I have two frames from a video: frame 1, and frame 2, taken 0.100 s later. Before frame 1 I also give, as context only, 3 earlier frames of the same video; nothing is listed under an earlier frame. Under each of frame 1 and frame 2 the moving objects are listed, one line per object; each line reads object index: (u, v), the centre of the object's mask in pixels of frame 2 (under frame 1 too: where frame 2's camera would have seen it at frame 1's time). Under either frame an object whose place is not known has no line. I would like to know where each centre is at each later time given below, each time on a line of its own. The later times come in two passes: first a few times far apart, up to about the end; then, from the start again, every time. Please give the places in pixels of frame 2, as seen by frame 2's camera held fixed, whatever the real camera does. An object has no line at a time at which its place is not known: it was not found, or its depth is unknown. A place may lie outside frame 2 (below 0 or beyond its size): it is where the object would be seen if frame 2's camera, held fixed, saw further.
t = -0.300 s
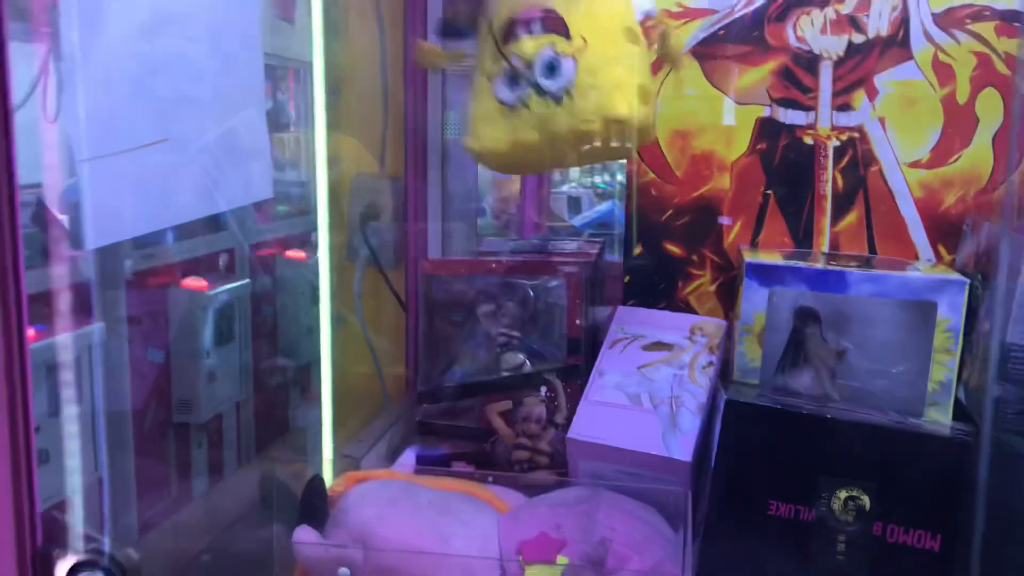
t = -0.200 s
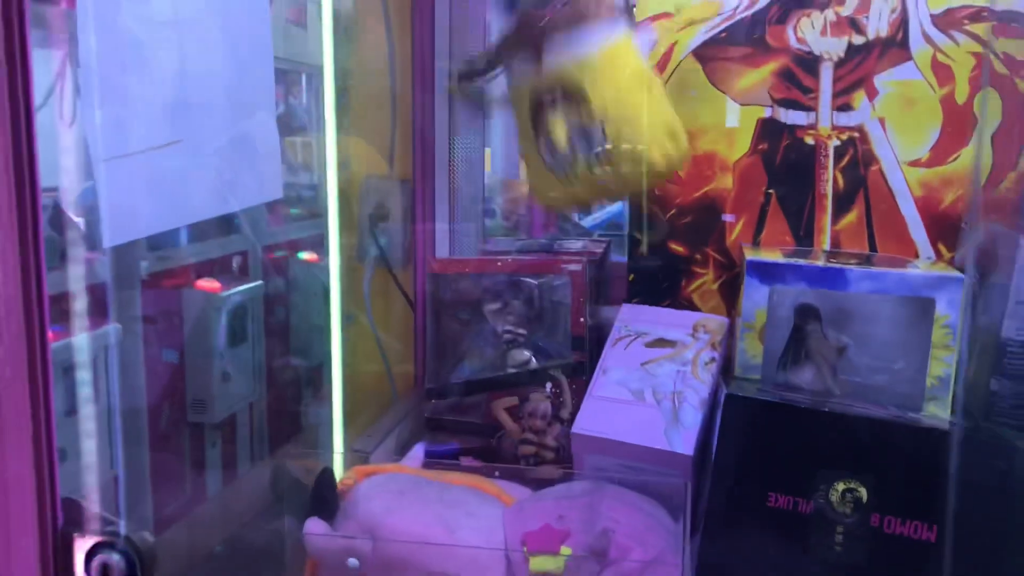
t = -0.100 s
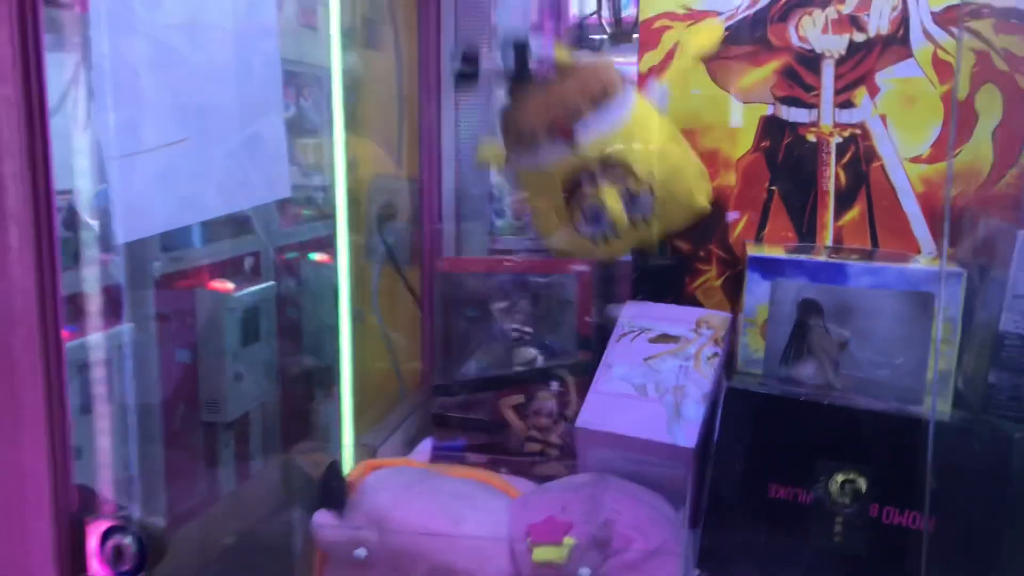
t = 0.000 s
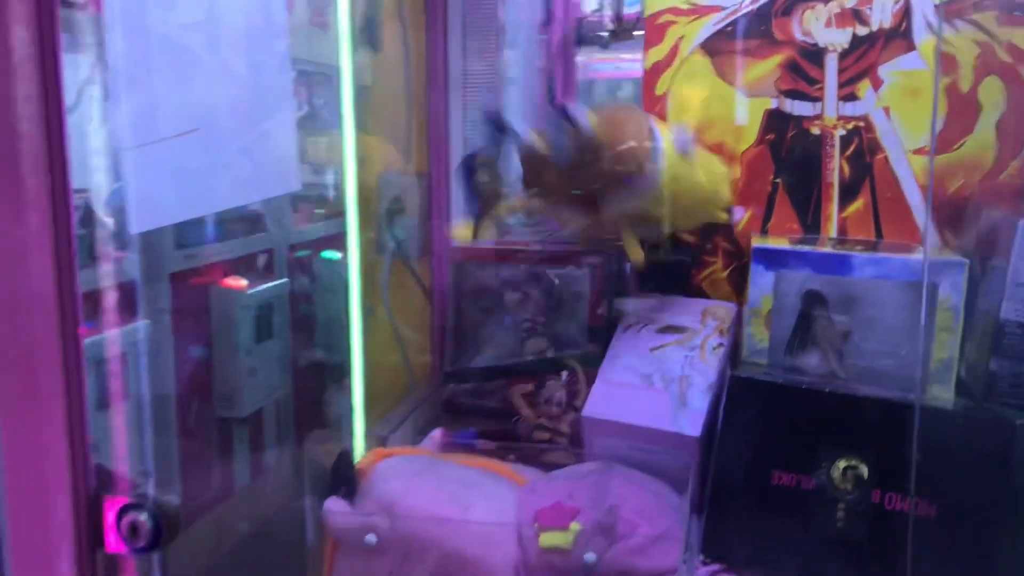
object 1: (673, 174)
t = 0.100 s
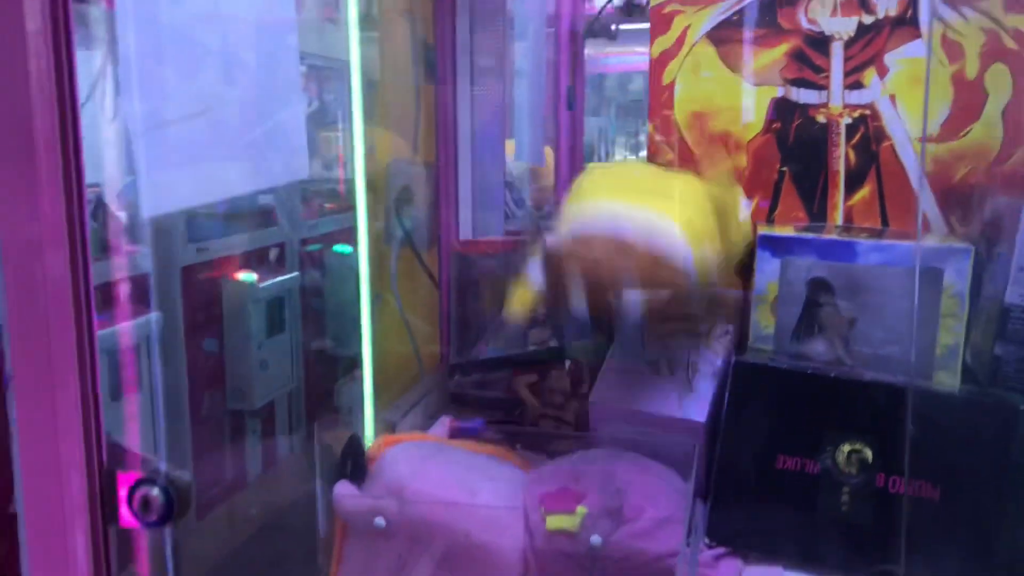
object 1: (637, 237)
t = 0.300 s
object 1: (602, 347)
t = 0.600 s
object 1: (515, 387)
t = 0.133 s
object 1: (653, 286)
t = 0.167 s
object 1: (658, 293)
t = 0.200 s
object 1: (652, 322)
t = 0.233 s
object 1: (641, 332)
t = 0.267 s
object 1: (620, 342)
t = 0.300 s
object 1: (602, 347)
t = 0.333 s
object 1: (586, 346)
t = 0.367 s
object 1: (570, 344)
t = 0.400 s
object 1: (555, 345)
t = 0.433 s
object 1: (541, 349)
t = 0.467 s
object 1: (529, 350)
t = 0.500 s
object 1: (521, 351)
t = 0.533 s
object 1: (512, 355)
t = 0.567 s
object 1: (517, 373)
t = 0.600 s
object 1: (515, 387)
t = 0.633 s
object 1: (504, 390)
